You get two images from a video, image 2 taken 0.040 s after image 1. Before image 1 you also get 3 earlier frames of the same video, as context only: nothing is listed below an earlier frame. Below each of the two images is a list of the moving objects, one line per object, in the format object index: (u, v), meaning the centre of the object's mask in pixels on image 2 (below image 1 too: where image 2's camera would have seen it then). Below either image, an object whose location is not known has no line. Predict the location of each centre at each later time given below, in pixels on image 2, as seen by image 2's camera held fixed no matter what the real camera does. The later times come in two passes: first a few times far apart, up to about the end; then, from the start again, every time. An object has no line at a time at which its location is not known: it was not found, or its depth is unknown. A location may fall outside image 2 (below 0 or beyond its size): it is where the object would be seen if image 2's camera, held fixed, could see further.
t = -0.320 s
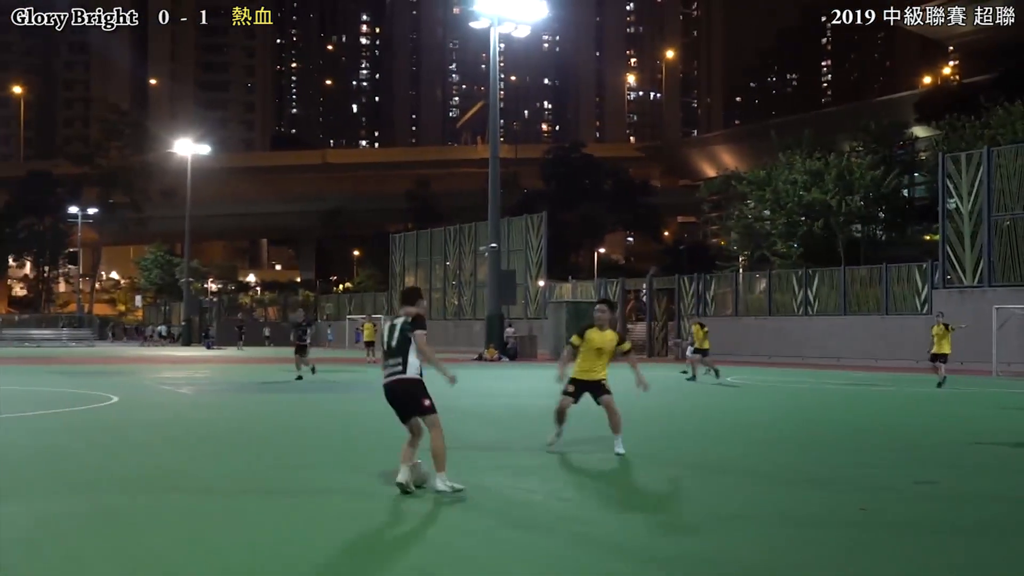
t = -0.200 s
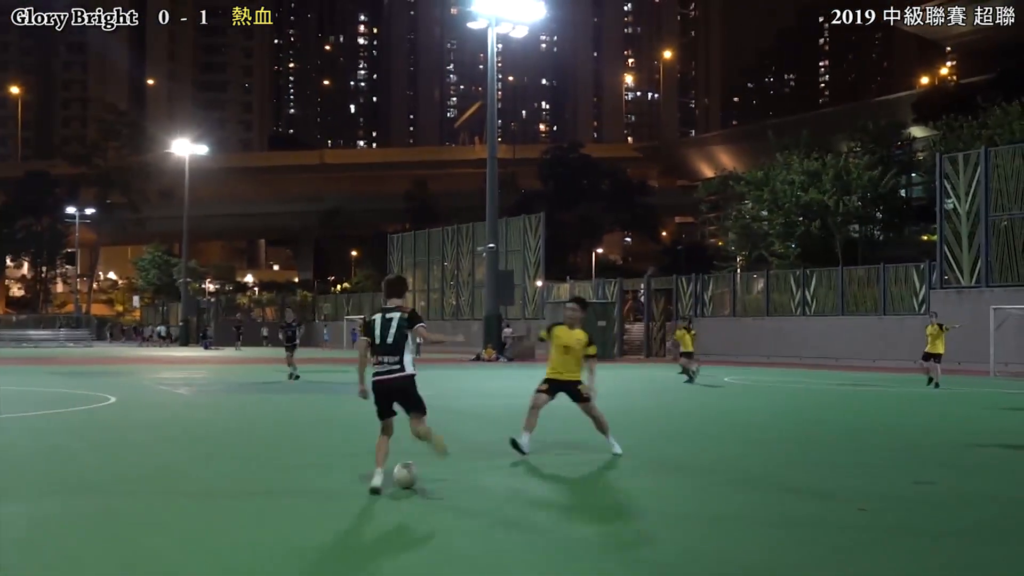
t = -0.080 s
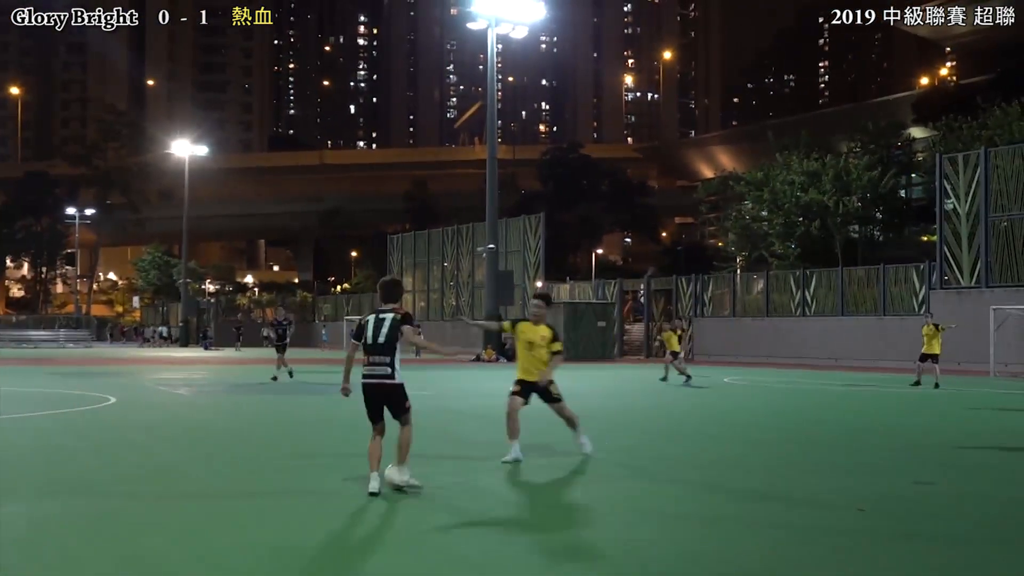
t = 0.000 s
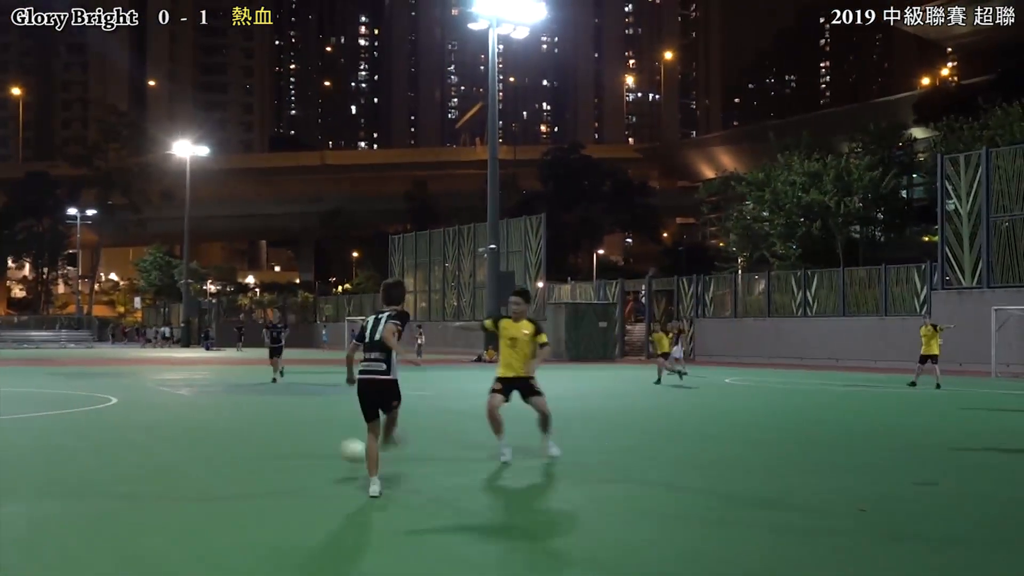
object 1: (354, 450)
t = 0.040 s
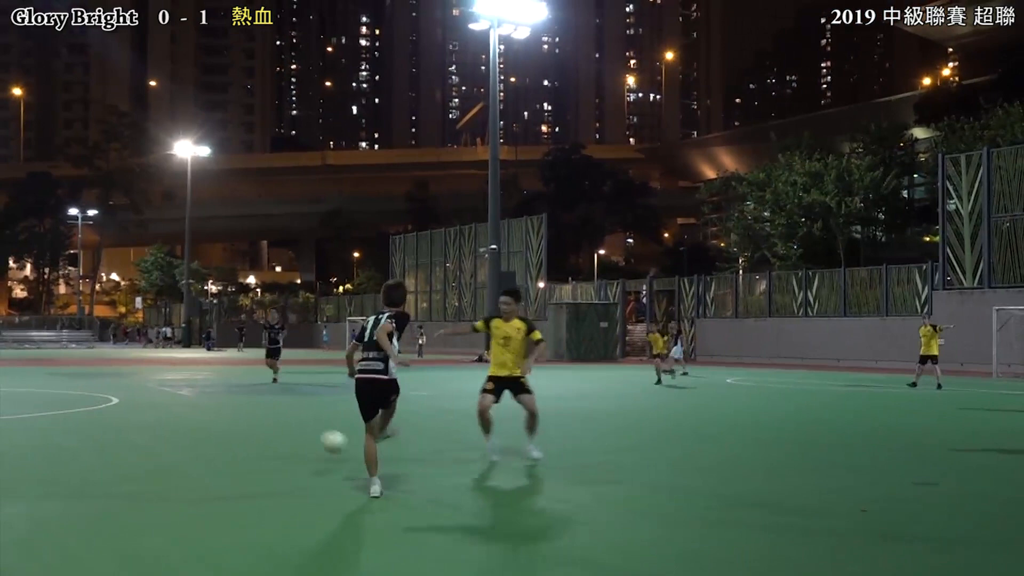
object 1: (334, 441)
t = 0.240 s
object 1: (248, 420)
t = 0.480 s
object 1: (178, 405)
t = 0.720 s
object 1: (129, 395)
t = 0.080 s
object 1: (314, 435)
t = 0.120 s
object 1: (295, 431)
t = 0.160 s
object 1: (277, 430)
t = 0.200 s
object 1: (261, 429)
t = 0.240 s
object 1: (248, 420)
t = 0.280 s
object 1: (234, 415)
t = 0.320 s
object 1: (220, 412)
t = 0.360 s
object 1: (209, 409)
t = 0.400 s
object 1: (198, 409)
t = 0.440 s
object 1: (187, 410)
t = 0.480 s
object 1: (178, 405)
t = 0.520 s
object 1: (168, 402)
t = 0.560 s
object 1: (160, 400)
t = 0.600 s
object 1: (151, 400)
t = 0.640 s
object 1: (143, 401)
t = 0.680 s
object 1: (136, 398)
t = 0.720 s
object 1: (129, 395)
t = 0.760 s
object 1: (122, 393)
